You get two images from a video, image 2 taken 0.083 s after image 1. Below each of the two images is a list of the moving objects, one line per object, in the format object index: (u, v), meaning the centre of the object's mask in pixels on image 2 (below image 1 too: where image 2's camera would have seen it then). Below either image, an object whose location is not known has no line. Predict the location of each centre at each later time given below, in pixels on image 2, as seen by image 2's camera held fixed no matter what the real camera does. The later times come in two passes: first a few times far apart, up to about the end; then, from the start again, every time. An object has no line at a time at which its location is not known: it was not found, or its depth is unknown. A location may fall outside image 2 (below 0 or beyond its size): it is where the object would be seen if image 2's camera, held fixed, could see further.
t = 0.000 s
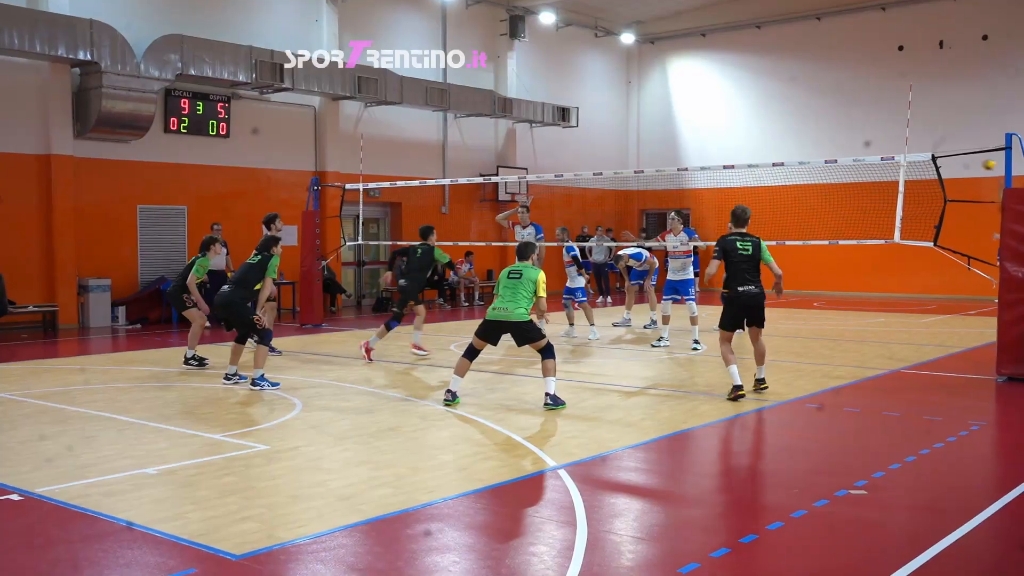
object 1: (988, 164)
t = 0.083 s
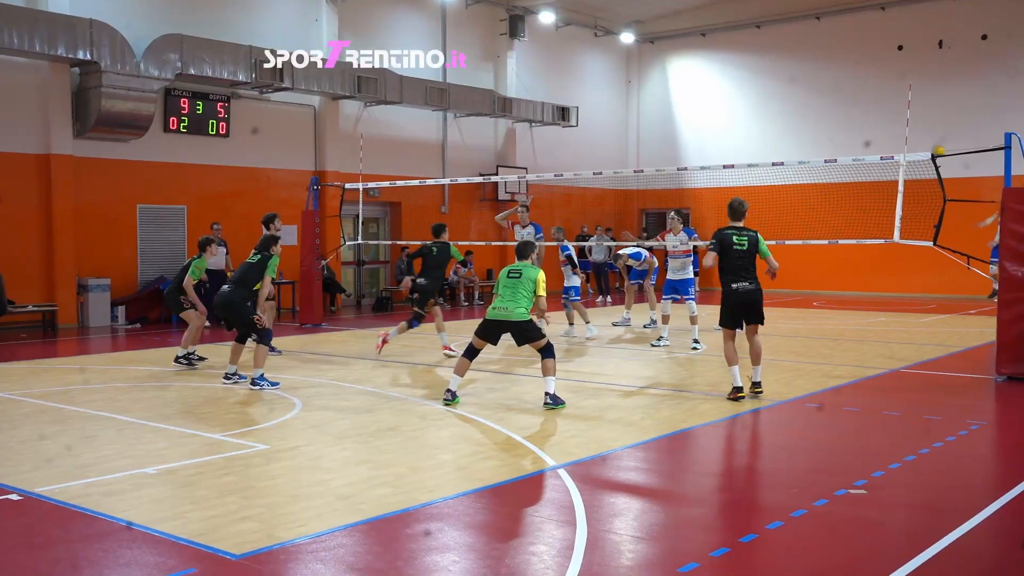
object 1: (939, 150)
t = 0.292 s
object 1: (804, 131)
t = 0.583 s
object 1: (591, 151)
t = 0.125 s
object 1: (913, 145)
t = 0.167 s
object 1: (886, 141)
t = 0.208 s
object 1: (860, 137)
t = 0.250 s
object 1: (832, 134)
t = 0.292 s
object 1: (804, 131)
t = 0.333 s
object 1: (776, 130)
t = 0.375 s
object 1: (746, 131)
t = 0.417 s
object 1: (716, 133)
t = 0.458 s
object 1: (685, 136)
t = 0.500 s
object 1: (654, 140)
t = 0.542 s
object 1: (623, 144)
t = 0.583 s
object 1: (591, 151)
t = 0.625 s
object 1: (557, 158)
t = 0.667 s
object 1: (522, 166)
